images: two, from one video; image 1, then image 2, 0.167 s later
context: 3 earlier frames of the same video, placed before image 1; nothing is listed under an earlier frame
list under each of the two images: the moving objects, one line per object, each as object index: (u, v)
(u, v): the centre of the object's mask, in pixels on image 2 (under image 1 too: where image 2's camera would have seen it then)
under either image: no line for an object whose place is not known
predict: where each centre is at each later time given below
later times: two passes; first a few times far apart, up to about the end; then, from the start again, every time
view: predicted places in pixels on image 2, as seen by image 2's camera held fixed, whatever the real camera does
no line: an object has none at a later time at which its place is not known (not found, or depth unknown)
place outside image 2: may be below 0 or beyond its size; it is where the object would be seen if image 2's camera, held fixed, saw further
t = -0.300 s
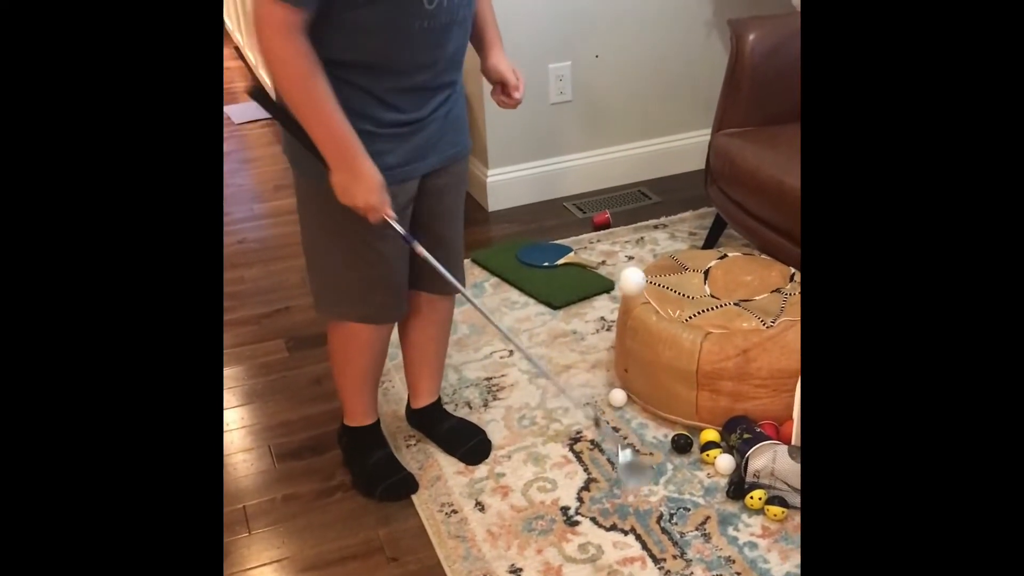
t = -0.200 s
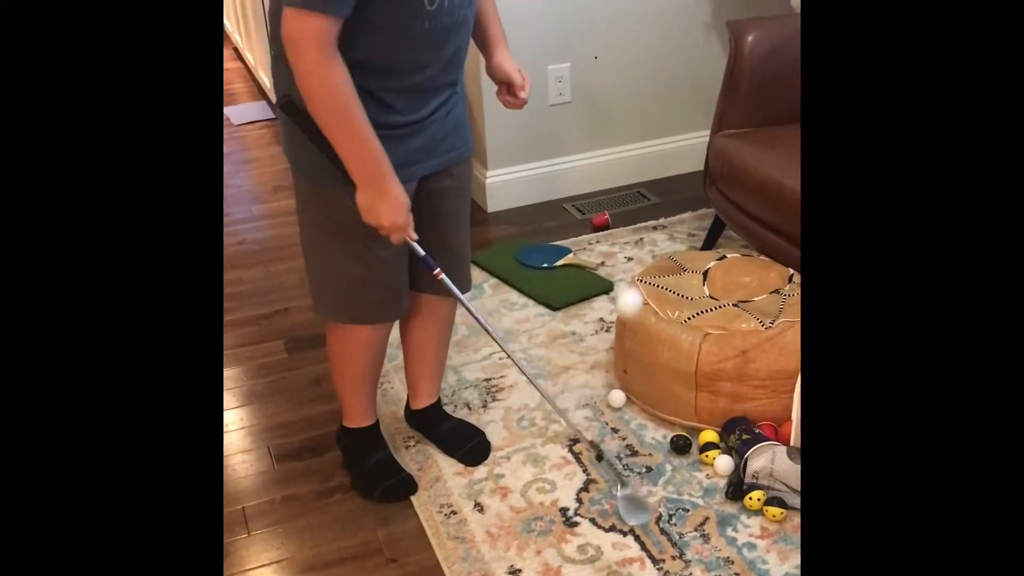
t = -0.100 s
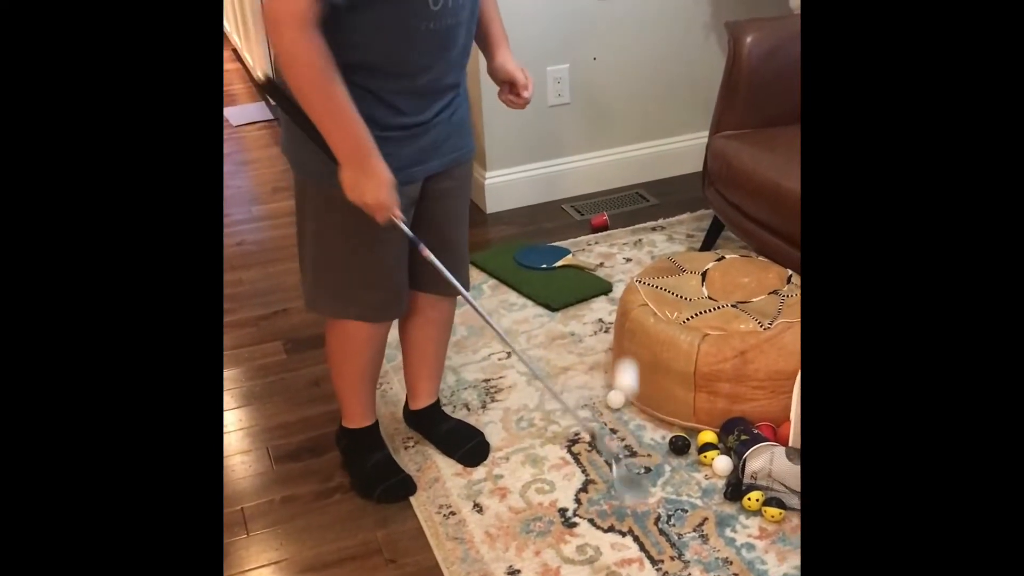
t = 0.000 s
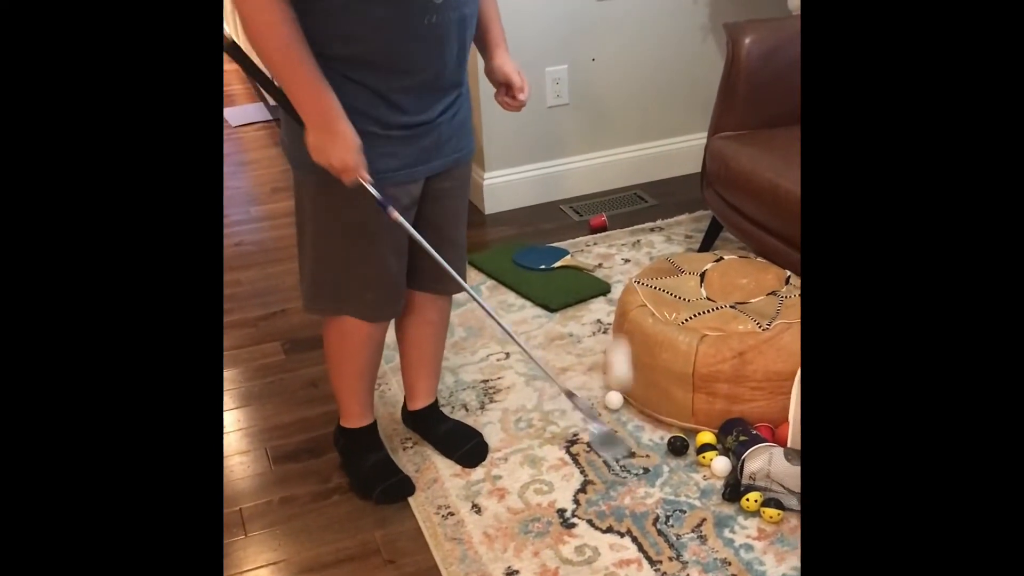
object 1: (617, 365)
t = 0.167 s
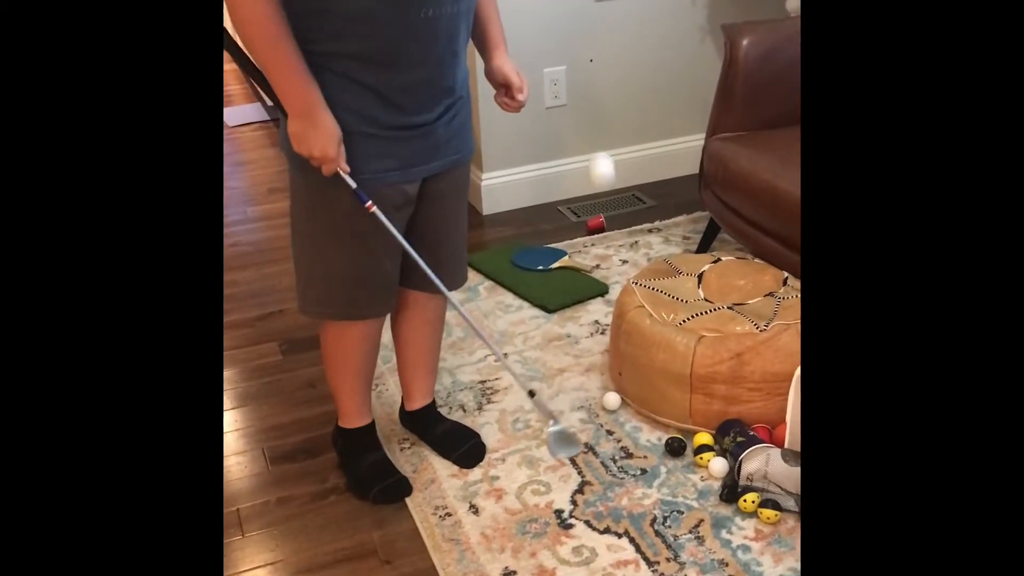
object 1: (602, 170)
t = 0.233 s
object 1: (596, 139)
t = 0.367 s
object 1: (587, 160)
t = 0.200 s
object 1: (599, 150)
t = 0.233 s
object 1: (596, 139)
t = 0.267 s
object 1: (593, 134)
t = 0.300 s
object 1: (591, 136)
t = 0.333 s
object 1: (589, 145)
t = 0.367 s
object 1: (587, 160)
